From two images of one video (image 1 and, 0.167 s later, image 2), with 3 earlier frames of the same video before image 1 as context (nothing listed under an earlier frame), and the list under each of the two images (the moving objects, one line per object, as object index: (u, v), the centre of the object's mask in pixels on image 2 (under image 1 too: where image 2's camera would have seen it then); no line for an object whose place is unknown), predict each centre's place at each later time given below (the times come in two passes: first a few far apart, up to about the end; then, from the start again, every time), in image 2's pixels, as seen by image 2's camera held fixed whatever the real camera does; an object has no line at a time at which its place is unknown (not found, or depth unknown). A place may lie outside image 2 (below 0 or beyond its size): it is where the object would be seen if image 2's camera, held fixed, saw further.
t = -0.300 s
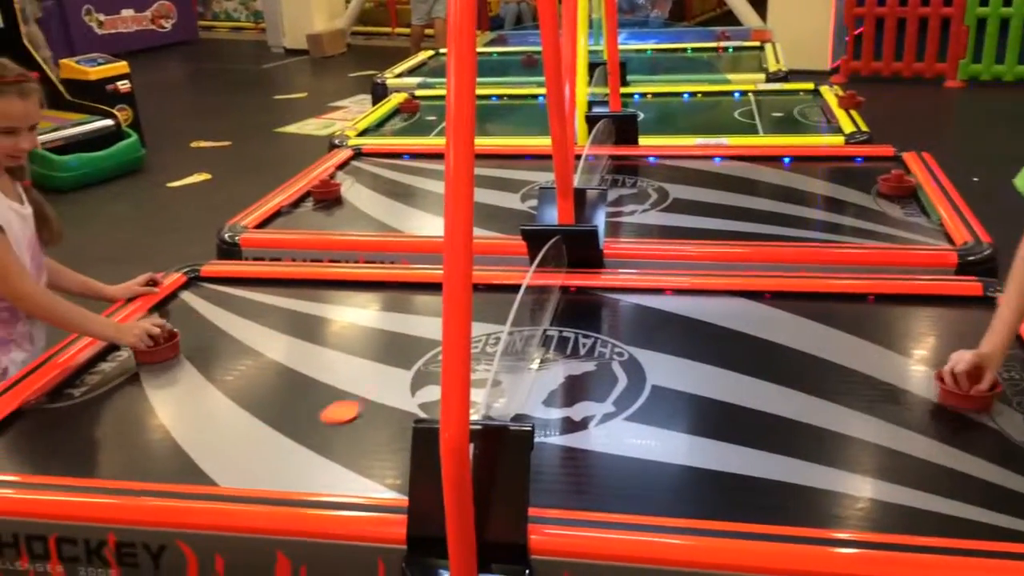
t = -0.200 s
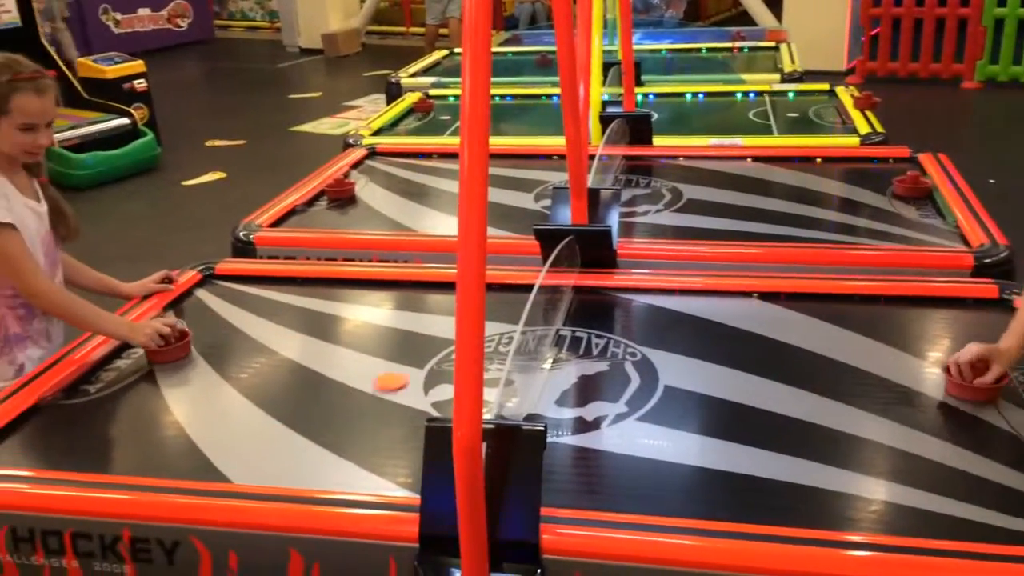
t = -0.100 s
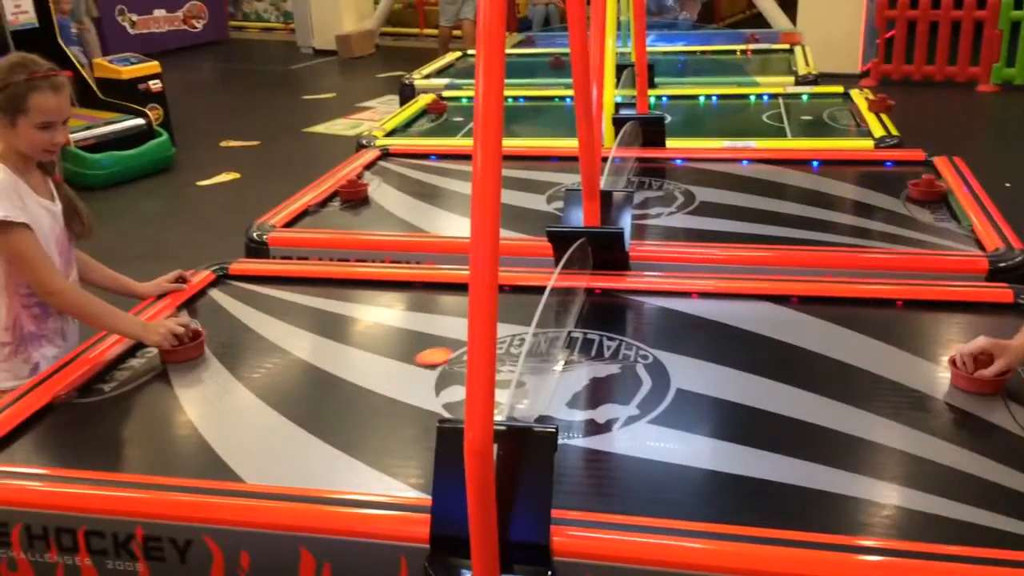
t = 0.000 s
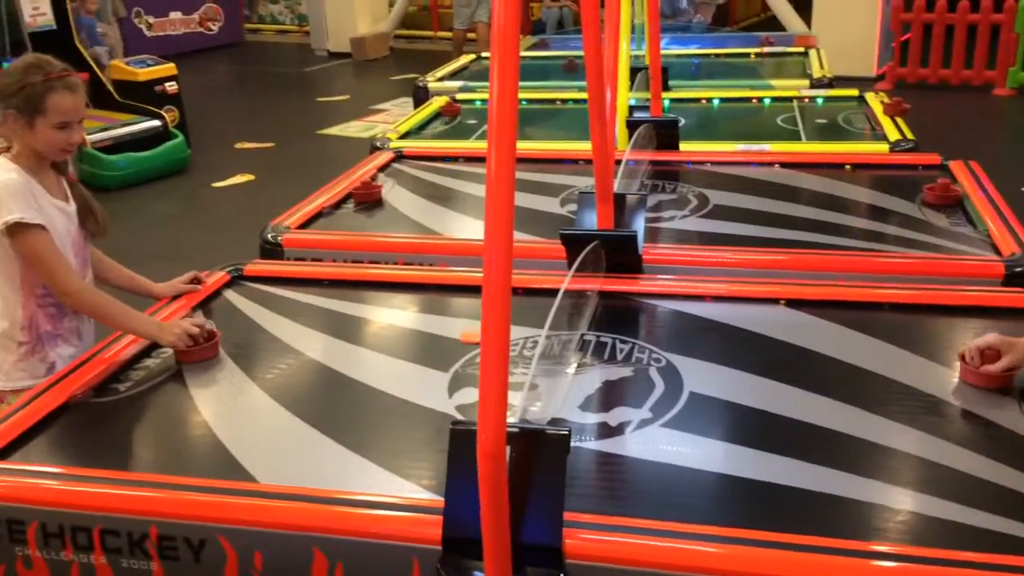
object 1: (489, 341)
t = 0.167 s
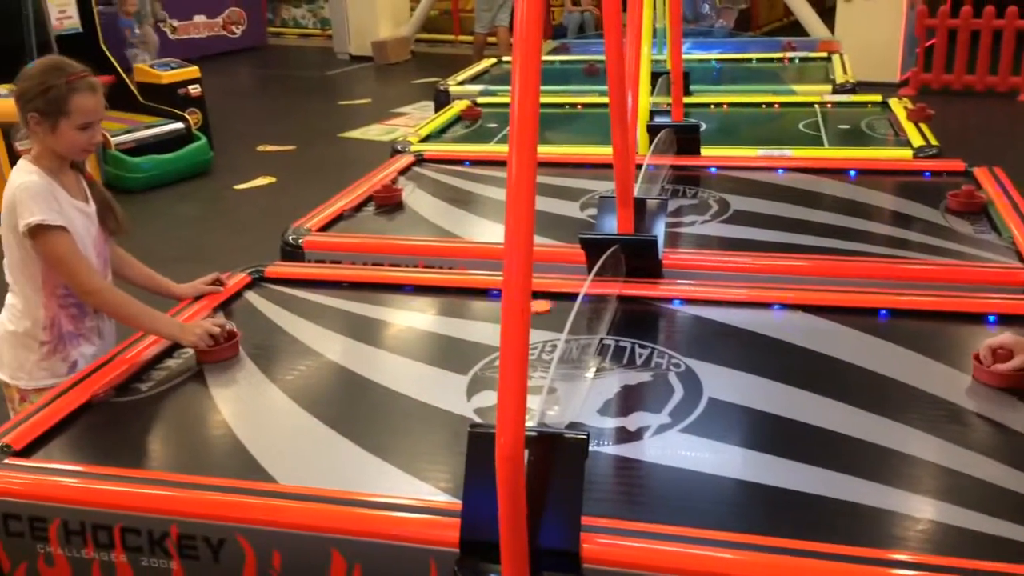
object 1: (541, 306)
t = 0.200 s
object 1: (546, 301)
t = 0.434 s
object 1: (554, 321)
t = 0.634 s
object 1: (561, 349)
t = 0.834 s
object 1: (568, 379)
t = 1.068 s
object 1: (571, 421)
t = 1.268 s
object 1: (592, 469)
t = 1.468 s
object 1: (596, 514)
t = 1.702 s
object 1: (608, 484)
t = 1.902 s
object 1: (623, 455)
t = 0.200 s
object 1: (546, 301)
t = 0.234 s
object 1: (550, 298)
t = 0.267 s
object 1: (551, 301)
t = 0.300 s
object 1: (552, 305)
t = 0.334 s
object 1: (552, 309)
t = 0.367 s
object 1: (553, 313)
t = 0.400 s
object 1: (554, 317)
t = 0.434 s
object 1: (554, 321)
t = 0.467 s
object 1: (555, 325)
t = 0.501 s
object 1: (556, 330)
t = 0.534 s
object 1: (558, 334)
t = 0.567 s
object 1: (559, 339)
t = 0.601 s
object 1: (560, 344)
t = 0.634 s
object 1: (561, 349)
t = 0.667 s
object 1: (561, 351)
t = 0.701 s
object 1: (562, 359)
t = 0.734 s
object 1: (563, 363)
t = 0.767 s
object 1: (567, 371)
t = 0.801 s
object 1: (567, 376)
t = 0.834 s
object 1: (568, 379)
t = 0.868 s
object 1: (568, 386)
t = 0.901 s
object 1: (571, 392)
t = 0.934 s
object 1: (571, 400)
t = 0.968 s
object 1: (572, 405)
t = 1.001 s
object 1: (572, 409)
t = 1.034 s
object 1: (573, 417)
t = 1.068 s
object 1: (571, 421)
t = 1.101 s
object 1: (574, 424)
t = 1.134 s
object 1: (581, 429)
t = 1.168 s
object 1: (593, 446)
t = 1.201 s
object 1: (592, 455)
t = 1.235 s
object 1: (592, 462)
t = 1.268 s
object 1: (592, 469)
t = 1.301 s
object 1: (592, 476)
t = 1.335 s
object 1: (593, 484)
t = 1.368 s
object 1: (594, 493)
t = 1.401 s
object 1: (595, 502)
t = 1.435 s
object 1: (595, 510)
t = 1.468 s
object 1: (596, 514)
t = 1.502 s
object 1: (598, 513)
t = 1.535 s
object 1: (599, 510)
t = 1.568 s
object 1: (600, 506)
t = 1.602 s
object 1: (602, 500)
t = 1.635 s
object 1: (604, 495)
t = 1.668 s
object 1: (606, 489)
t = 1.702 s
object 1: (608, 484)
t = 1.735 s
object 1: (611, 479)
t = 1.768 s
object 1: (613, 474)
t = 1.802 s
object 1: (615, 469)
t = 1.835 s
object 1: (618, 465)
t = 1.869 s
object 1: (620, 460)
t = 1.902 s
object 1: (623, 455)
